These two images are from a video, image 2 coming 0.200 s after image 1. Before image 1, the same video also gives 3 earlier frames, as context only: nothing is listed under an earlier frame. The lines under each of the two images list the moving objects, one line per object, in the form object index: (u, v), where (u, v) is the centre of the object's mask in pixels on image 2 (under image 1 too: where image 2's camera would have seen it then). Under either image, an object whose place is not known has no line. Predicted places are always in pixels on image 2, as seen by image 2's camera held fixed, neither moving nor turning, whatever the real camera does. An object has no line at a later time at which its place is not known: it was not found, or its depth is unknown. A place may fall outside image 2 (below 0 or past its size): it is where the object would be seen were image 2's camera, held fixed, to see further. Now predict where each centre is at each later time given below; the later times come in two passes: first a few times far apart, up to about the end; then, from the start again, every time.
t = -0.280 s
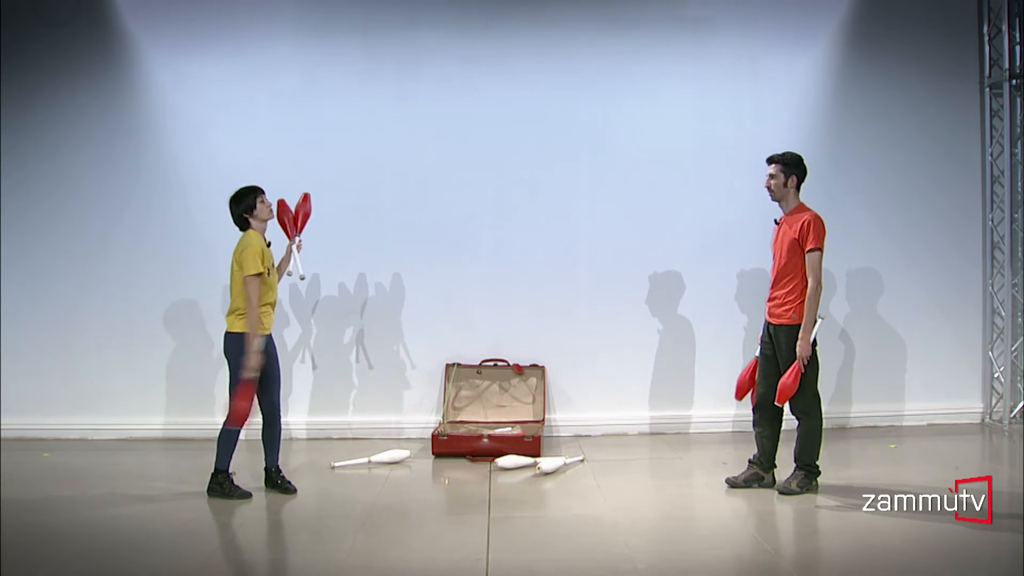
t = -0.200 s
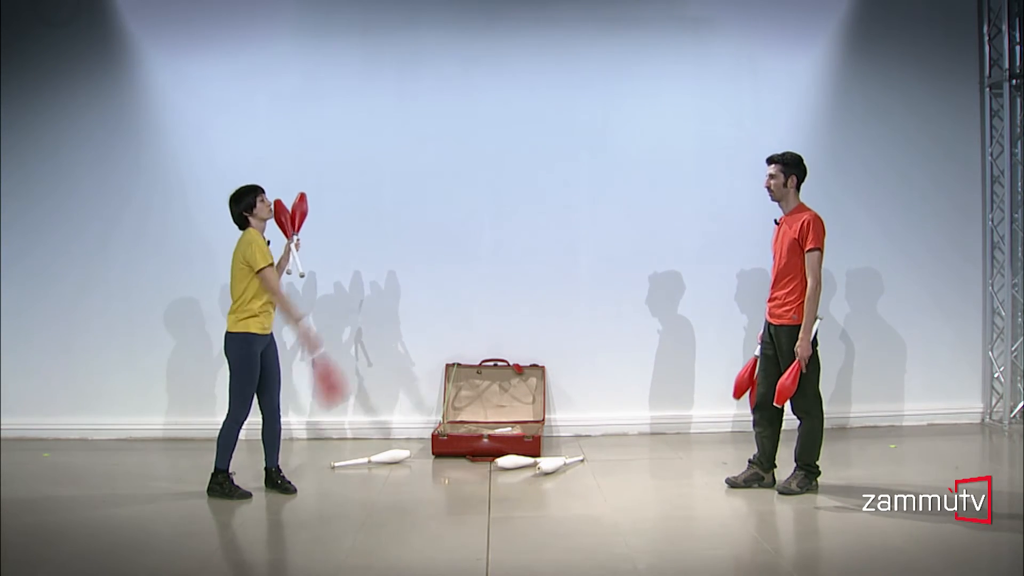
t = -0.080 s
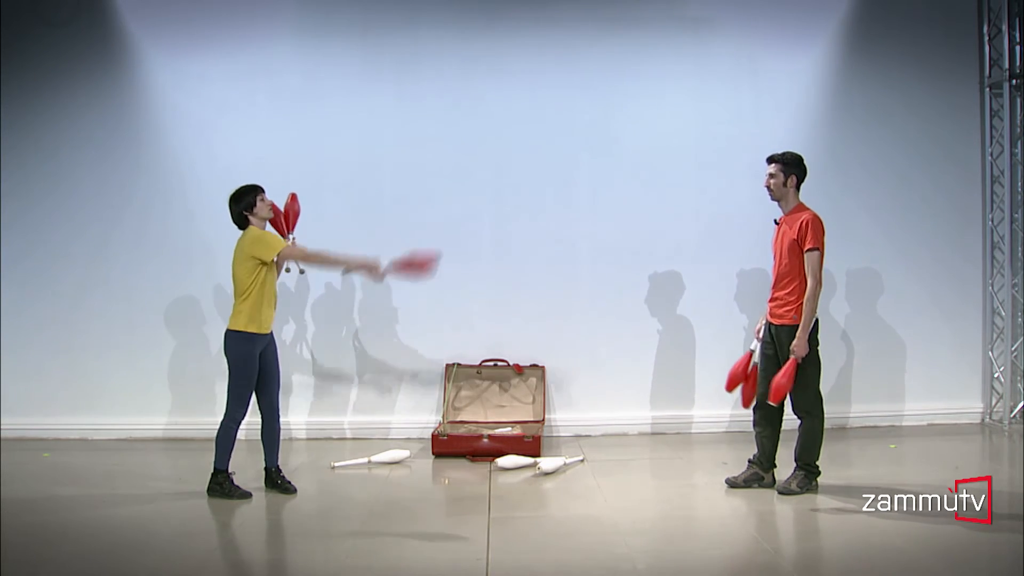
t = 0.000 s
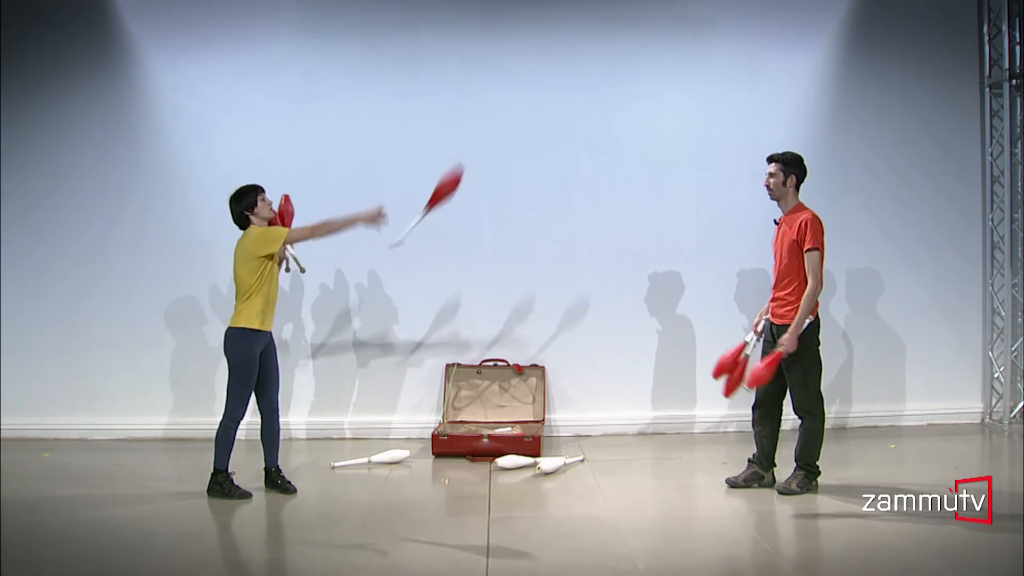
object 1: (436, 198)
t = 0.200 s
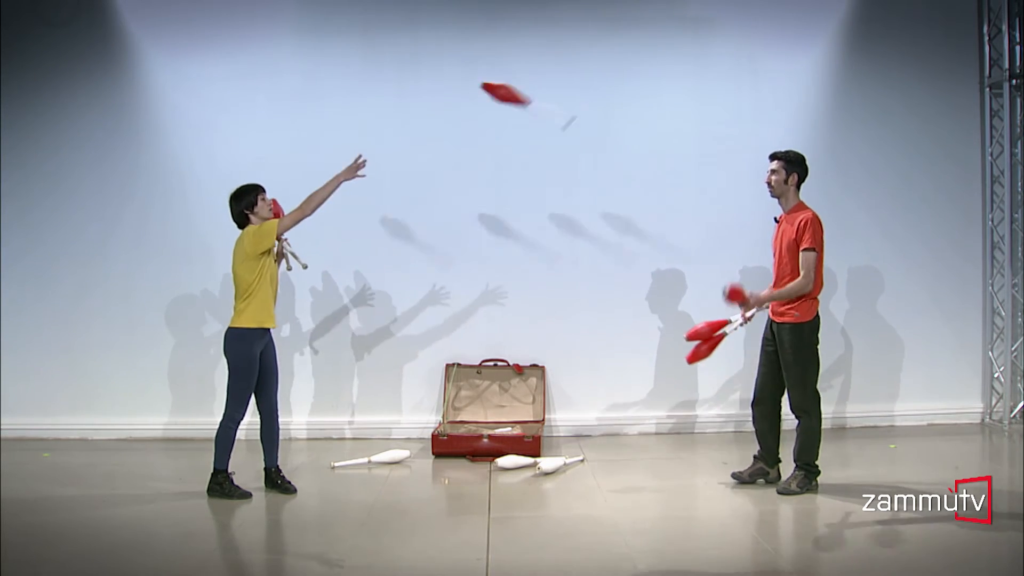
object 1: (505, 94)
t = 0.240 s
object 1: (520, 88)
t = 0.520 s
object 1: (660, 103)
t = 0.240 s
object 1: (520, 88)
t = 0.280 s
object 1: (556, 81)
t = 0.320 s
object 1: (570, 78)
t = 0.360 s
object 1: (585, 79)
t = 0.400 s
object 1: (604, 80)
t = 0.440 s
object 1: (623, 87)
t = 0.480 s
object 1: (643, 95)
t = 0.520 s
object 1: (660, 103)
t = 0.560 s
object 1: (675, 114)
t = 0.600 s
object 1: (706, 130)
